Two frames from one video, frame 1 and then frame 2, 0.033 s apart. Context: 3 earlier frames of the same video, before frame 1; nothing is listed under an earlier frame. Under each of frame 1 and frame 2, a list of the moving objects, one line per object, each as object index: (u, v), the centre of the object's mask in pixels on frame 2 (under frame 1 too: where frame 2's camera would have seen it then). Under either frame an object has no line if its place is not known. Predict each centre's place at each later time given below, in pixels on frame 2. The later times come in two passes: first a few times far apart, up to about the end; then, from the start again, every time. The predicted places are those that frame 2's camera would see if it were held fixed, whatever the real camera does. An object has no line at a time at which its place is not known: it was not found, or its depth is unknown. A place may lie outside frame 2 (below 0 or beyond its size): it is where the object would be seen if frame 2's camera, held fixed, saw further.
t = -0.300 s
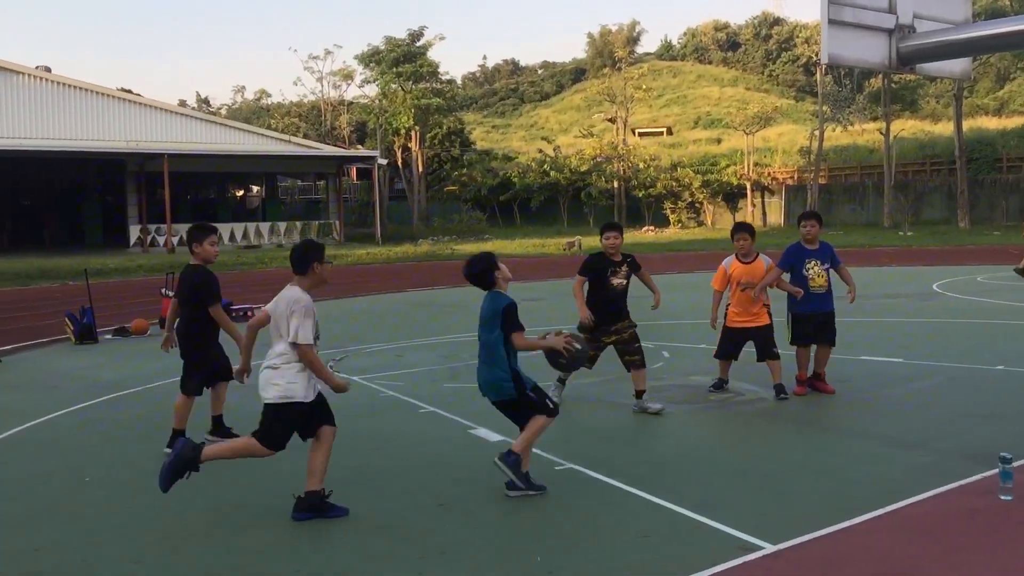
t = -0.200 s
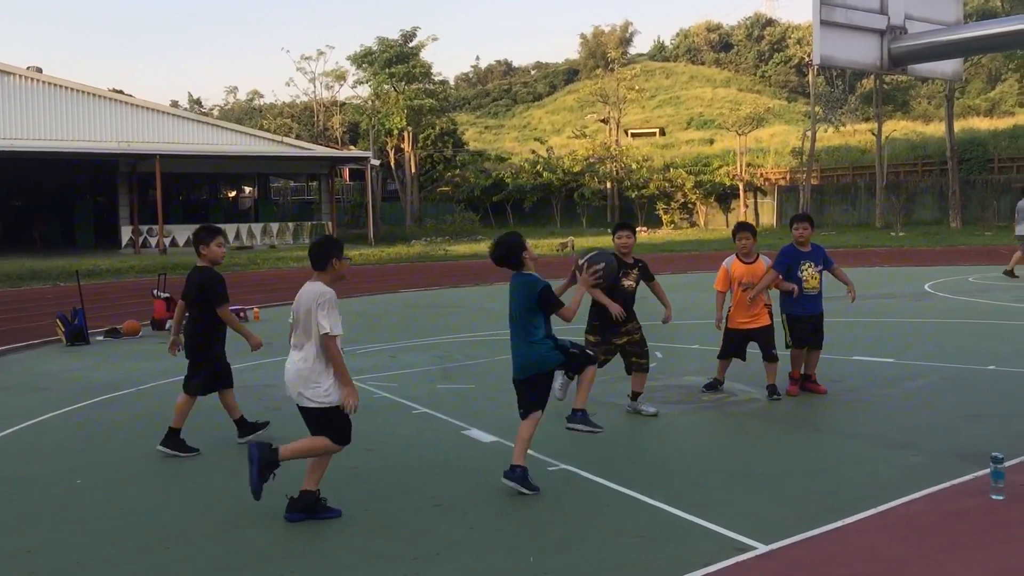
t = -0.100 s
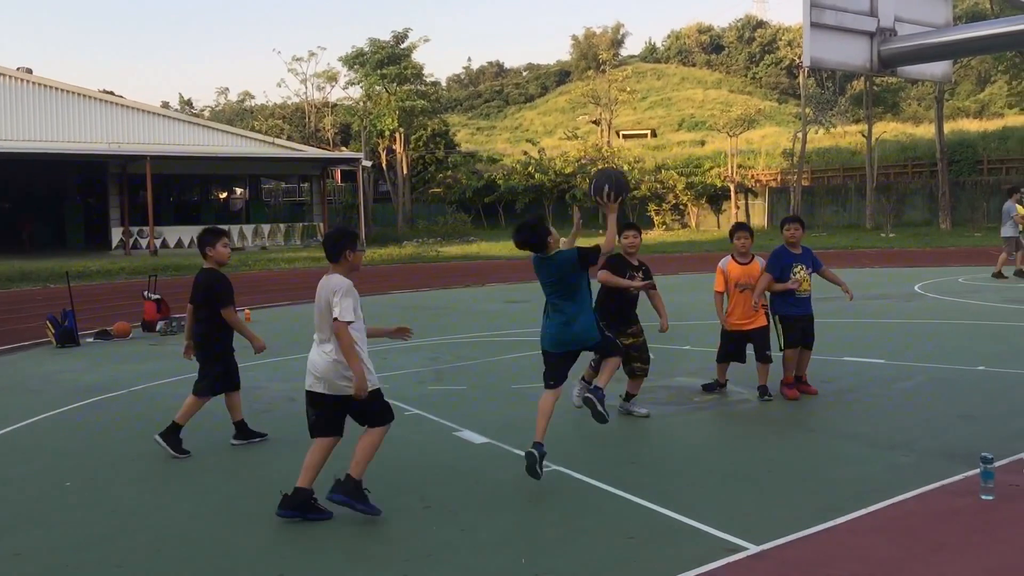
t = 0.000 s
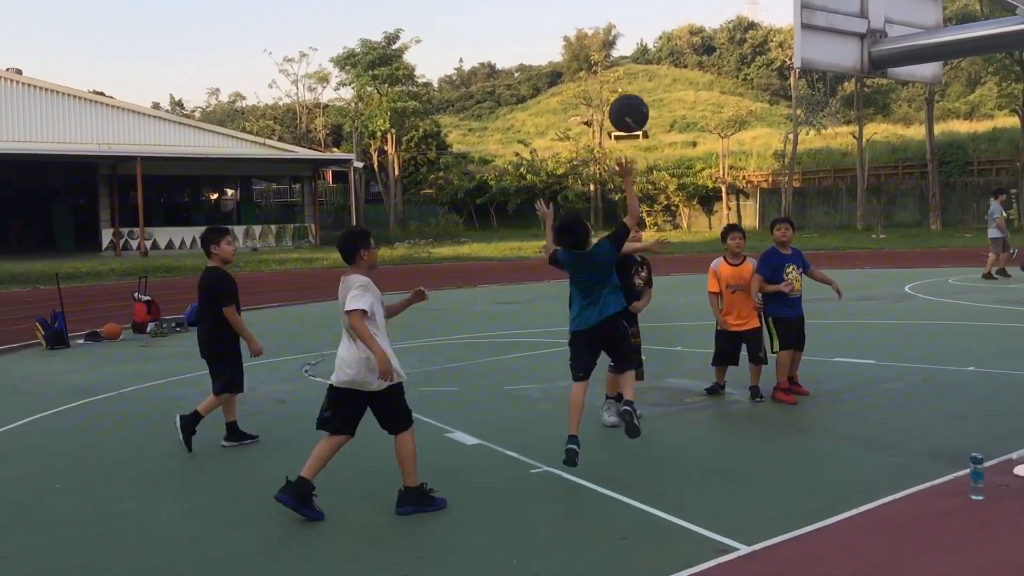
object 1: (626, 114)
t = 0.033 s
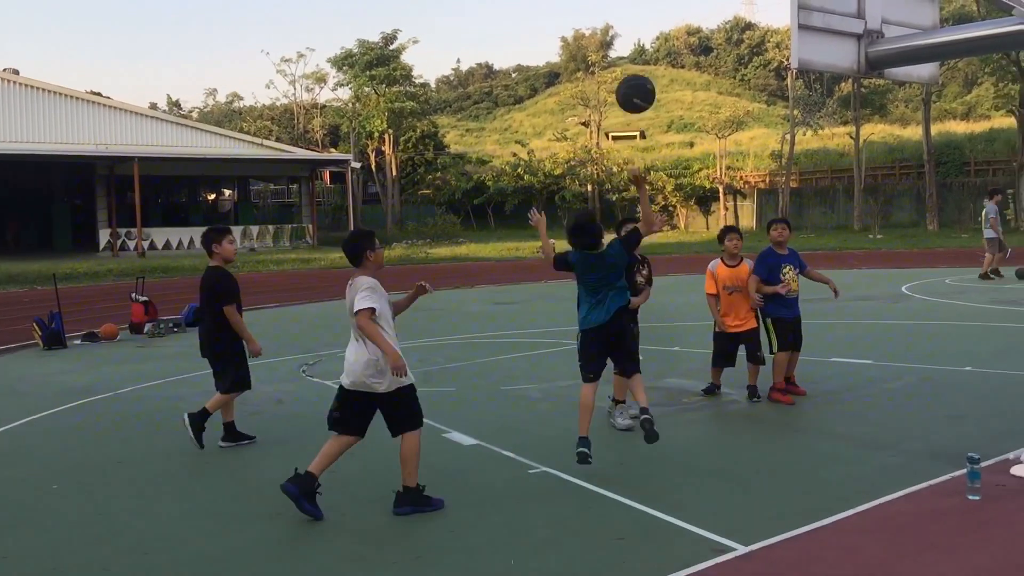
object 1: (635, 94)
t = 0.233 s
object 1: (689, 15)
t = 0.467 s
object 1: (744, 8)
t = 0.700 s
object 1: (775, 38)
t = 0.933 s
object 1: (733, 17)
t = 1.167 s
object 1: (695, 64)
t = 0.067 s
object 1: (645, 75)
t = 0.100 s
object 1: (654, 59)
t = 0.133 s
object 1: (663, 45)
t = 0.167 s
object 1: (672, 33)
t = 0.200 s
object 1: (680, 23)
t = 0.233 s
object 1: (689, 15)
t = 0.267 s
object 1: (697, 11)
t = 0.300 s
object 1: (706, 8)
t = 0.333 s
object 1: (714, 6)
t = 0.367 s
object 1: (722, 6)
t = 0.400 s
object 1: (730, 6)
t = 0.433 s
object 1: (737, 7)
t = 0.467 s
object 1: (744, 8)
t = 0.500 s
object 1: (752, 12)
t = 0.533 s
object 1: (759, 18)
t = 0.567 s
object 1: (766, 25)
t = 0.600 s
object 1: (773, 35)
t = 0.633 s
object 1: (778, 45)
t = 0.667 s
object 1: (778, 48)
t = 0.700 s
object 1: (775, 38)
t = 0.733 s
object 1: (768, 31)
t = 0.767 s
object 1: (762, 25)
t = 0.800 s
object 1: (756, 21)
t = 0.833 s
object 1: (750, 18)
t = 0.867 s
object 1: (745, 16)
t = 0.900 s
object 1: (739, 16)
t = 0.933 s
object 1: (733, 17)
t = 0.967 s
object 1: (728, 19)
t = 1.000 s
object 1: (722, 24)
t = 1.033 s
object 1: (717, 29)
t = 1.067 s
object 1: (711, 36)
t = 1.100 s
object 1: (705, 44)
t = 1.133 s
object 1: (701, 53)
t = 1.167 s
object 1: (695, 64)
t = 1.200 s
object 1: (690, 75)
